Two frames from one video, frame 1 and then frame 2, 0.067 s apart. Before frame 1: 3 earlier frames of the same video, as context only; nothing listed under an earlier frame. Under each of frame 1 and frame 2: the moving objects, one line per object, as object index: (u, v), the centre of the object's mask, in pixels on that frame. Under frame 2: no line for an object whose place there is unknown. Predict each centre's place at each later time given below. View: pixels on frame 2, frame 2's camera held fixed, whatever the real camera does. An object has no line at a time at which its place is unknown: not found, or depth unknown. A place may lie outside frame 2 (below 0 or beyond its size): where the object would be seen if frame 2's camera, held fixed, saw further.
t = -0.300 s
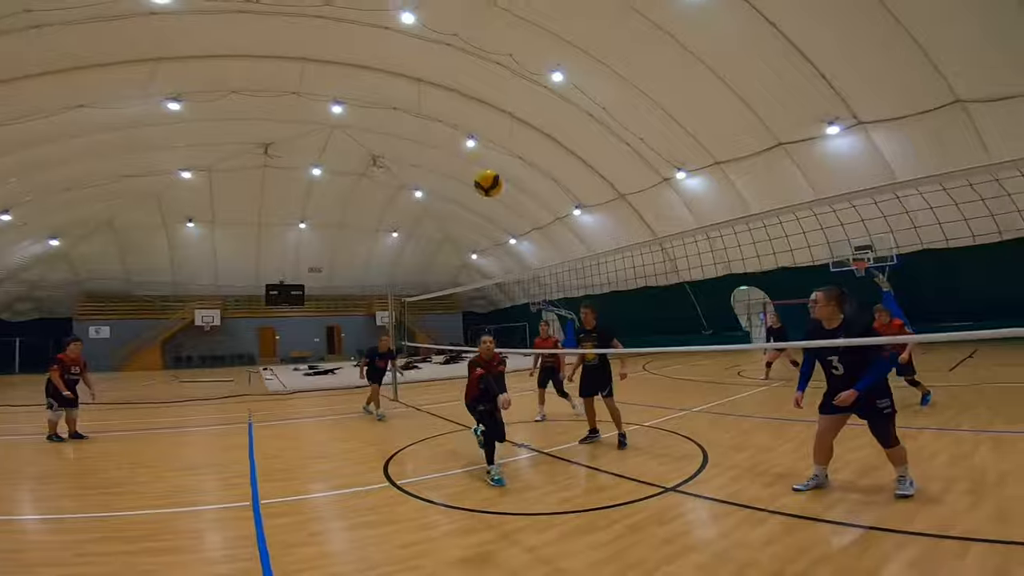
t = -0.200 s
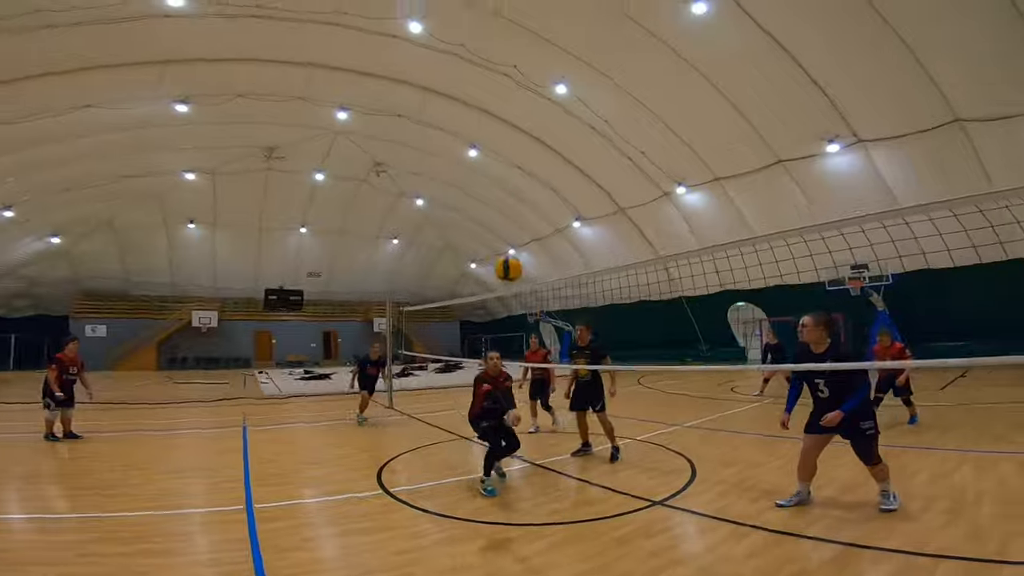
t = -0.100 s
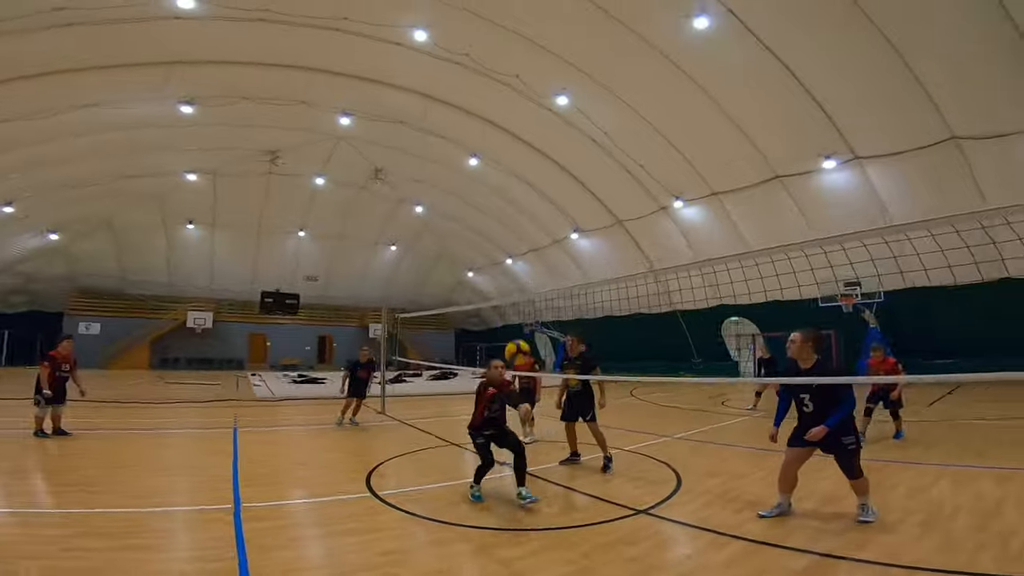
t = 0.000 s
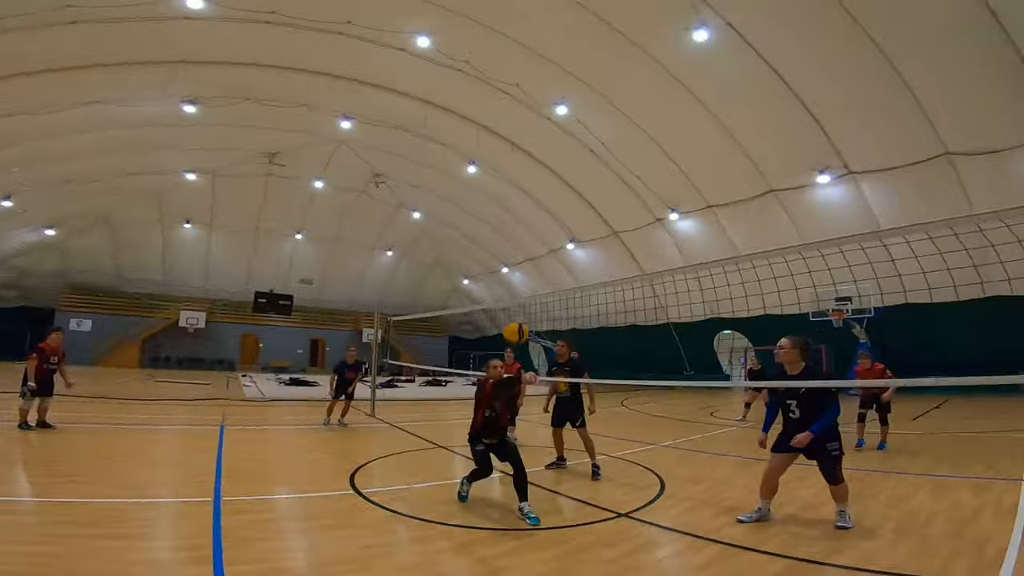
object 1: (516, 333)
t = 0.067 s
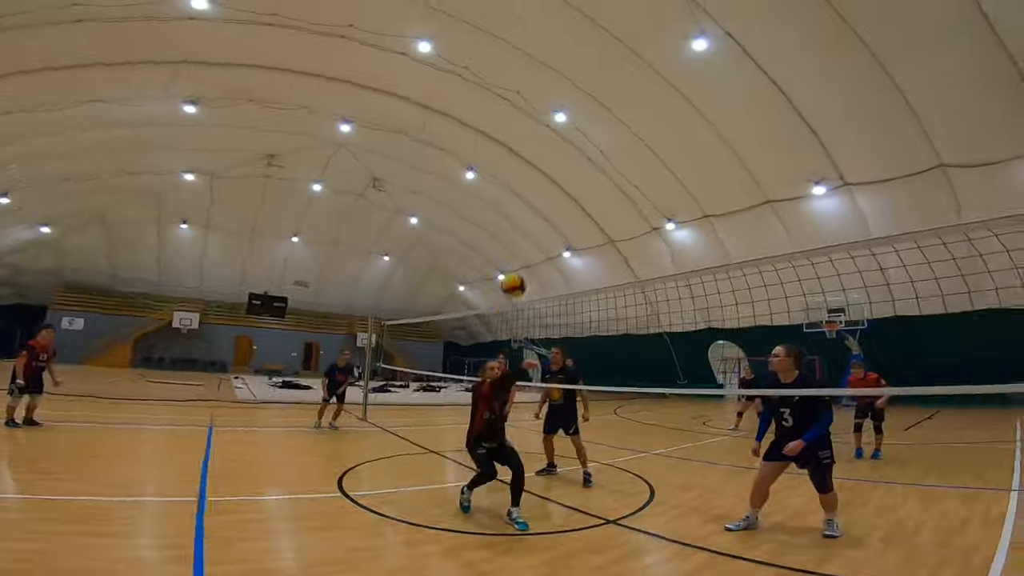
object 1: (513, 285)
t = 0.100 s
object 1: (516, 262)
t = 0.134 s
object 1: (518, 242)
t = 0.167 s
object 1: (518, 224)
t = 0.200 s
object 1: (519, 206)
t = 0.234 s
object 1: (520, 189)
